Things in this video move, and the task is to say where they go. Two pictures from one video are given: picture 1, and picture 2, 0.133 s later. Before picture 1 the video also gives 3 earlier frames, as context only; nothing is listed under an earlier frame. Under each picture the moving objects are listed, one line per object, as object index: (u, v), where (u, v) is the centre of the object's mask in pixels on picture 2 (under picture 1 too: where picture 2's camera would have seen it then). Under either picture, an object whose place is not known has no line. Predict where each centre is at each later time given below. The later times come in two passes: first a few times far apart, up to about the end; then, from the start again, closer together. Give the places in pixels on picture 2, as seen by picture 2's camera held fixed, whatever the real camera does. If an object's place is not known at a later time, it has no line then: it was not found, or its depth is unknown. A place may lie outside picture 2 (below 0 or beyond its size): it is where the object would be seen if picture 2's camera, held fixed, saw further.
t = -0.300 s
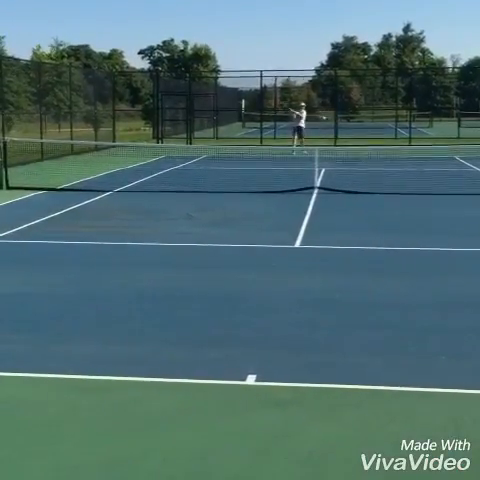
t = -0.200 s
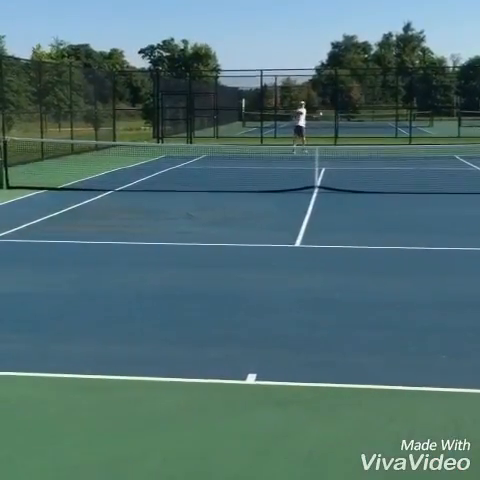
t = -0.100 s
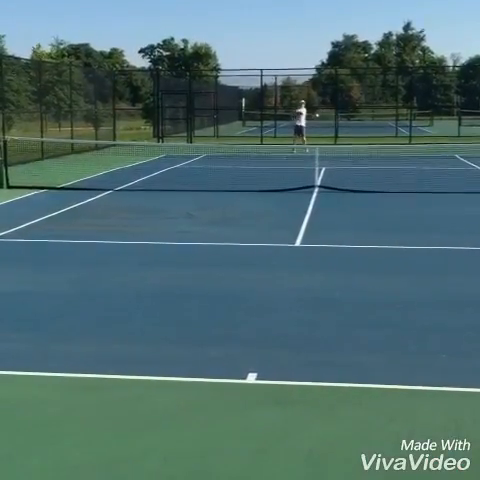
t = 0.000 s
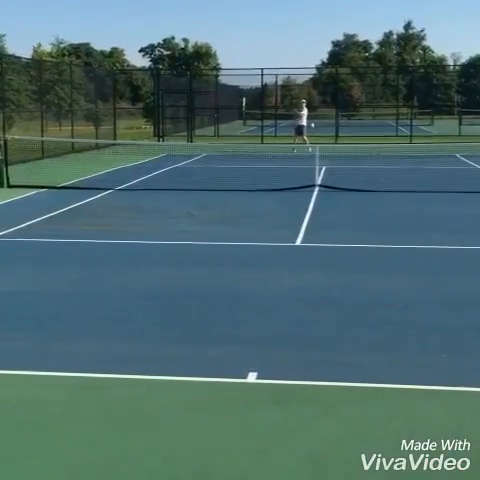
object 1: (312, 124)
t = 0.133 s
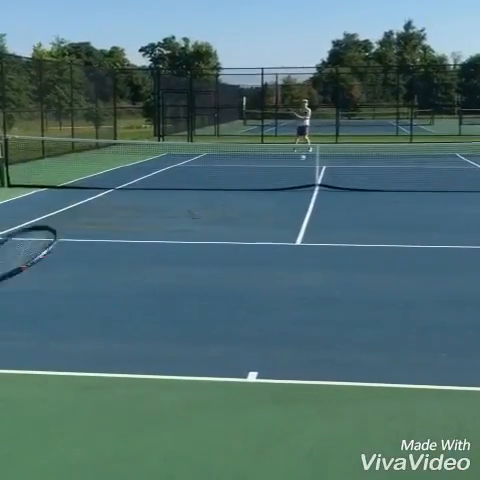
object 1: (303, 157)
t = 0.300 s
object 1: (283, 256)
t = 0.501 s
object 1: (245, 246)
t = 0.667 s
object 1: (174, 258)
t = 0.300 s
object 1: (283, 256)
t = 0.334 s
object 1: (277, 277)
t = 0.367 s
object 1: (272, 269)
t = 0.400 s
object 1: (267, 262)
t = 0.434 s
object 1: (260, 256)
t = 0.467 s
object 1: (253, 251)
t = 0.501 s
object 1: (245, 246)
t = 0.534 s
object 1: (234, 244)
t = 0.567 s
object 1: (223, 243)
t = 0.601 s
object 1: (209, 245)
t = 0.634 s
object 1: (193, 249)
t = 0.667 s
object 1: (174, 258)
